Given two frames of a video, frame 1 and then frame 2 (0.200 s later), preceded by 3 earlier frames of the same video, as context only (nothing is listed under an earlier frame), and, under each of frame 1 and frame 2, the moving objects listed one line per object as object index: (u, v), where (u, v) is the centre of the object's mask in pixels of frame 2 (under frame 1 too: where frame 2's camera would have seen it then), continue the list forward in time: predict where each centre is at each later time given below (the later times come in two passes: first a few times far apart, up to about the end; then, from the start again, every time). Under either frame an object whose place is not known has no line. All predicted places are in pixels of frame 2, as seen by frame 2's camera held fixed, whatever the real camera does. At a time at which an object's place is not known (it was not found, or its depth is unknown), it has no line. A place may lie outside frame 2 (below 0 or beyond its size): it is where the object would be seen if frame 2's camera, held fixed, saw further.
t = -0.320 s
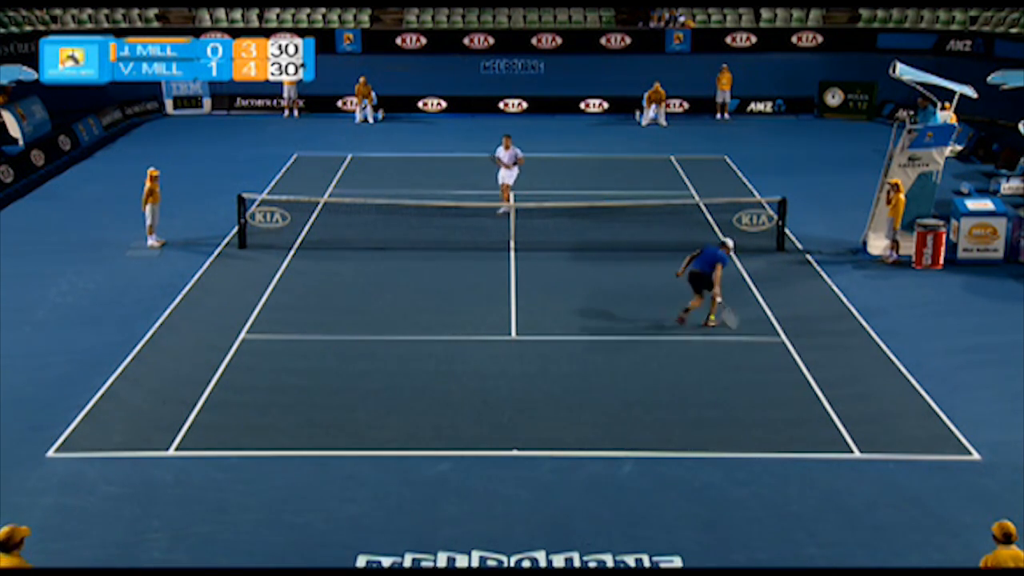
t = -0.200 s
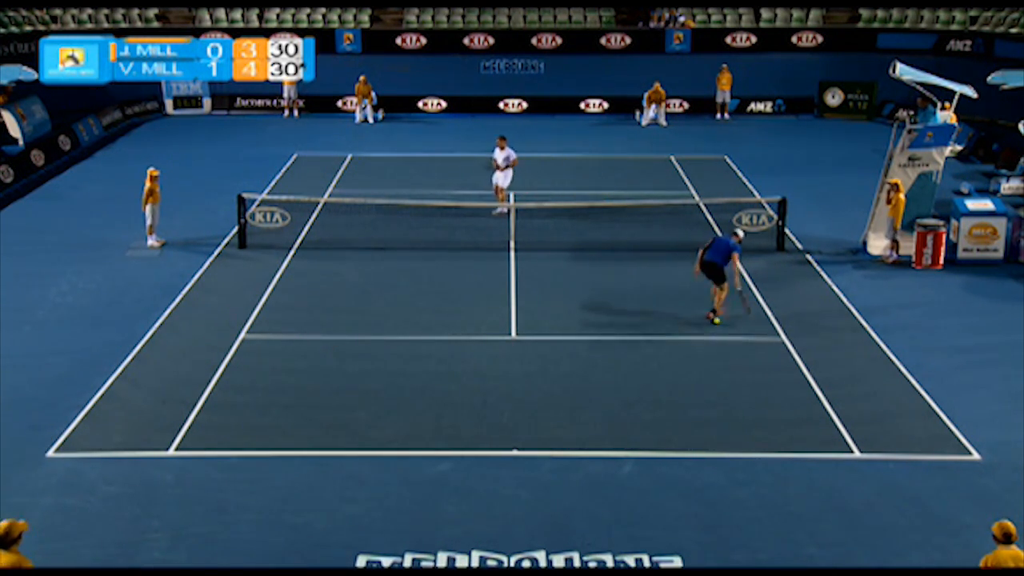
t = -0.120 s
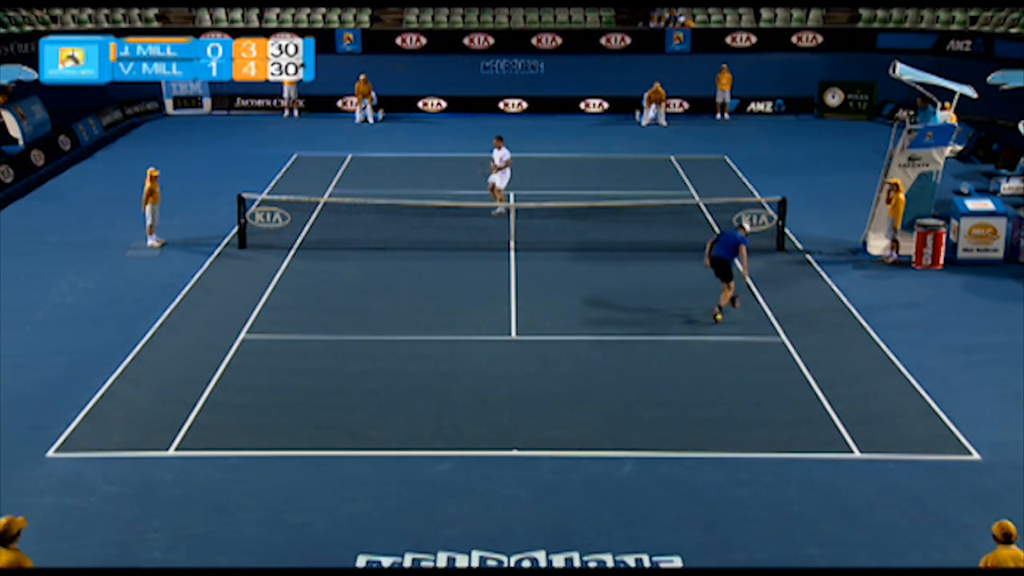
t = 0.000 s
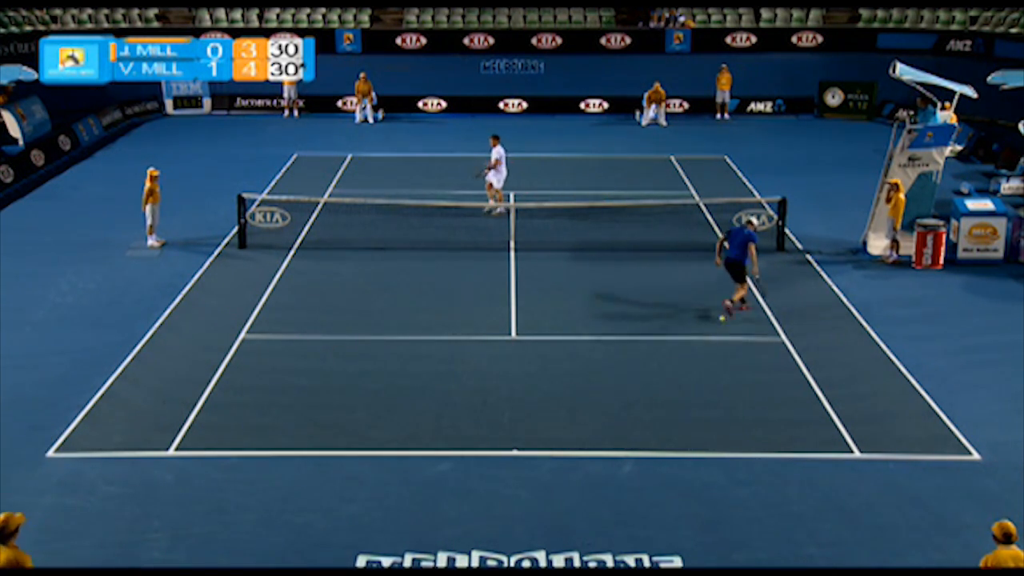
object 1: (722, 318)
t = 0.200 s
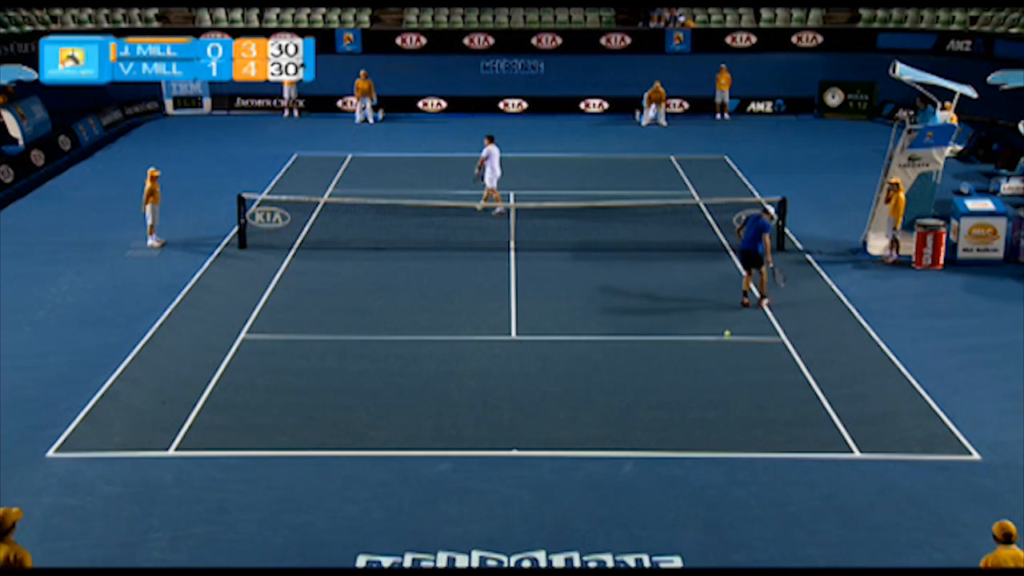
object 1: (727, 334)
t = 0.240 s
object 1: (728, 331)
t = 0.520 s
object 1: (736, 342)
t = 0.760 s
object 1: (744, 343)
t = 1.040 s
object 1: (754, 352)
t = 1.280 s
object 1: (762, 355)
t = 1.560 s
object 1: (773, 361)
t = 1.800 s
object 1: (782, 366)
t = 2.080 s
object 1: (792, 371)
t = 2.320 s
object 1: (801, 374)
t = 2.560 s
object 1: (807, 378)
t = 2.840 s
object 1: (816, 382)
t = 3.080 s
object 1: (822, 385)
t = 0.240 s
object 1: (728, 331)
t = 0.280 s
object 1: (729, 330)
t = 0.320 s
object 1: (730, 330)
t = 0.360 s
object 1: (732, 330)
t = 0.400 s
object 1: (733, 331)
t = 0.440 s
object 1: (734, 335)
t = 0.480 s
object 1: (735, 337)
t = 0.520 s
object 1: (736, 342)
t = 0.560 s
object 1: (737, 341)
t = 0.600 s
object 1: (739, 340)
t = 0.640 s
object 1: (740, 340)
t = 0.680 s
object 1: (740, 343)
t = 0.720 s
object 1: (742, 342)
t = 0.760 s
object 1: (744, 343)
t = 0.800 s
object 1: (745, 347)
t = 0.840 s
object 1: (747, 348)
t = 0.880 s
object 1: (748, 347)
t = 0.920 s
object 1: (750, 346)
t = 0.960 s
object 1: (751, 347)
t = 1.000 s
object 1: (752, 349)
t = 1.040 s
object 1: (754, 352)
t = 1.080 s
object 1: (755, 352)
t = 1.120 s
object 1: (756, 352)
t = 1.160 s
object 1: (758, 352)
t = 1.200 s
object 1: (759, 354)
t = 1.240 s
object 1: (761, 356)
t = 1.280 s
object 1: (762, 355)
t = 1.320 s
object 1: (763, 356)
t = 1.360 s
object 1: (765, 357)
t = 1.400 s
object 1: (766, 359)
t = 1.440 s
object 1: (768, 358)
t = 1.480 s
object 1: (770, 359)
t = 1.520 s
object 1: (772, 361)
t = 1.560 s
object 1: (773, 361)
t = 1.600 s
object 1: (774, 362)
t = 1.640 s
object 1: (776, 363)
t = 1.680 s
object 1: (777, 364)
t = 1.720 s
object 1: (779, 364)
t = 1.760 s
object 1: (780, 365)
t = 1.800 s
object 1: (782, 366)
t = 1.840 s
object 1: (783, 366)
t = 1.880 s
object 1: (785, 367)
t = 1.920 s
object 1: (787, 368)
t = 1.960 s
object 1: (788, 368)
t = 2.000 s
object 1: (789, 370)
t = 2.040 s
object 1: (791, 370)
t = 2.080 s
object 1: (792, 371)
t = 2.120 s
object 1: (794, 371)
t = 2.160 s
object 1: (795, 372)
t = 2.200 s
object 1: (796, 372)
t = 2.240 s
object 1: (798, 373)
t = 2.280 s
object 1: (799, 374)
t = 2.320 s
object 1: (801, 374)
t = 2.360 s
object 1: (802, 375)
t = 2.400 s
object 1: (803, 376)
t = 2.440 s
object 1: (804, 376)
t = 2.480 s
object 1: (805, 377)
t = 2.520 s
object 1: (806, 378)
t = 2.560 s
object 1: (807, 378)
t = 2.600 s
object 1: (810, 379)
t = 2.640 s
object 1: (811, 379)
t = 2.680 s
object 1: (812, 380)
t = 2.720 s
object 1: (813, 381)
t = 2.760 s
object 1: (814, 381)
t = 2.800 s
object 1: (815, 382)
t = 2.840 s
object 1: (816, 382)
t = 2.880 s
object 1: (817, 382)
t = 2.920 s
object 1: (818, 383)
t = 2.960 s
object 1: (819, 383)
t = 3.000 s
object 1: (820, 384)
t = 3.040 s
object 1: (821, 384)
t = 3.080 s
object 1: (822, 385)
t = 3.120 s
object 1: (823, 385)
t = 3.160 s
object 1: (823, 386)
